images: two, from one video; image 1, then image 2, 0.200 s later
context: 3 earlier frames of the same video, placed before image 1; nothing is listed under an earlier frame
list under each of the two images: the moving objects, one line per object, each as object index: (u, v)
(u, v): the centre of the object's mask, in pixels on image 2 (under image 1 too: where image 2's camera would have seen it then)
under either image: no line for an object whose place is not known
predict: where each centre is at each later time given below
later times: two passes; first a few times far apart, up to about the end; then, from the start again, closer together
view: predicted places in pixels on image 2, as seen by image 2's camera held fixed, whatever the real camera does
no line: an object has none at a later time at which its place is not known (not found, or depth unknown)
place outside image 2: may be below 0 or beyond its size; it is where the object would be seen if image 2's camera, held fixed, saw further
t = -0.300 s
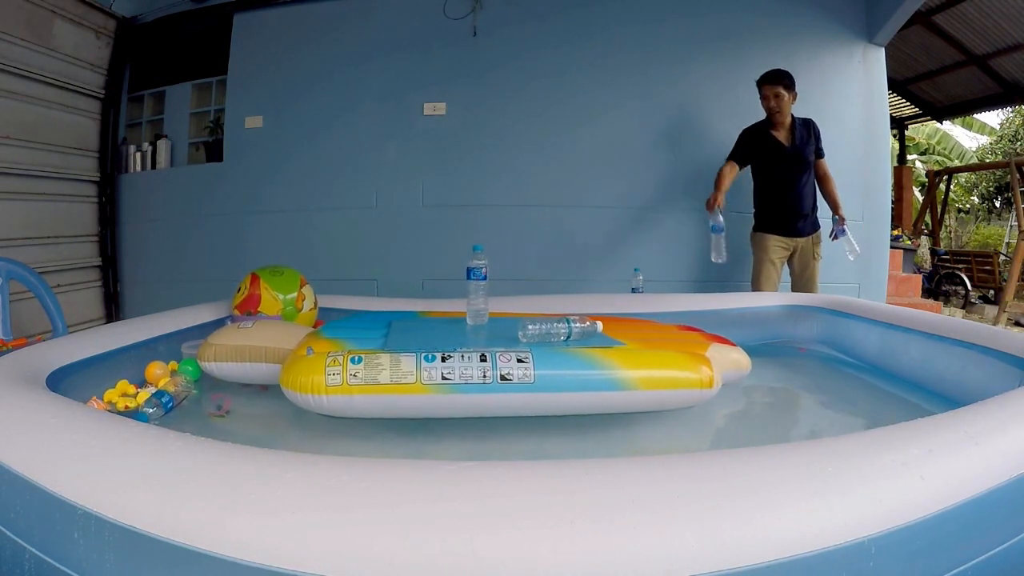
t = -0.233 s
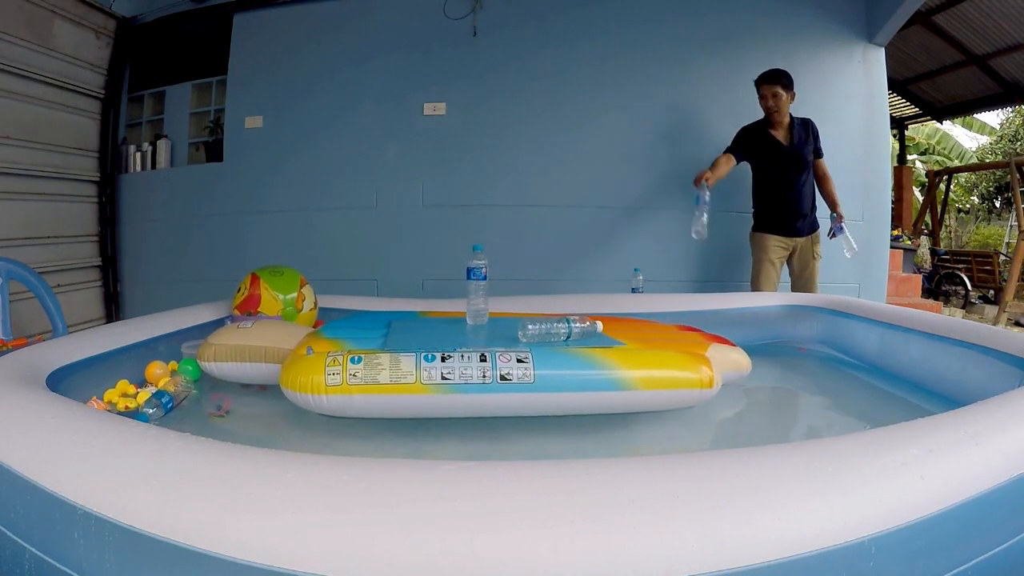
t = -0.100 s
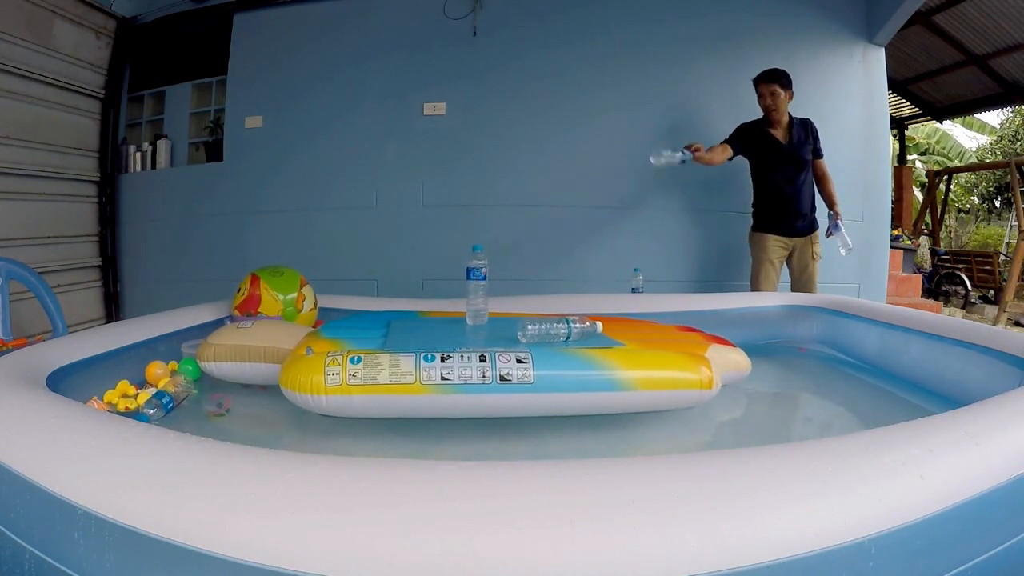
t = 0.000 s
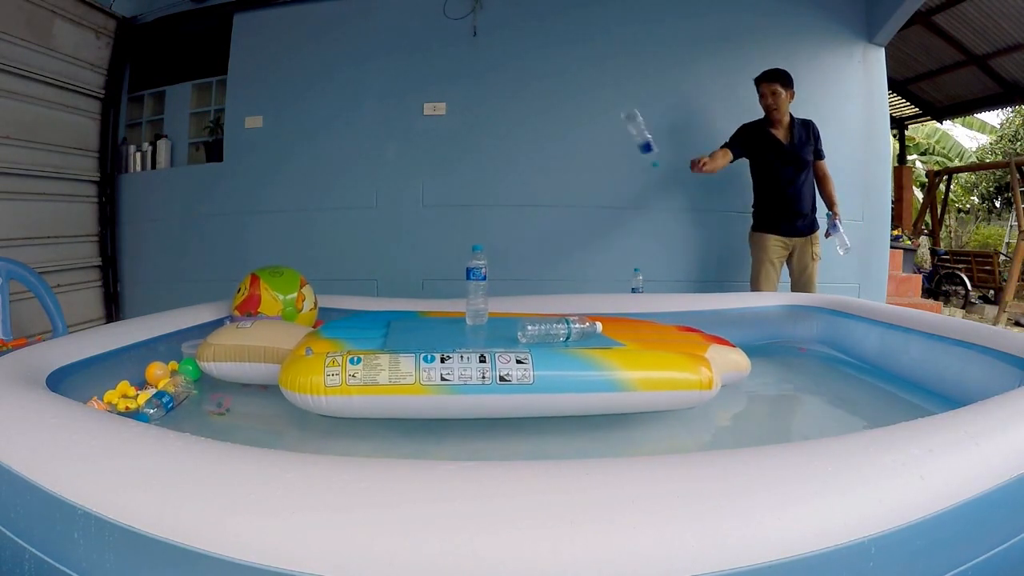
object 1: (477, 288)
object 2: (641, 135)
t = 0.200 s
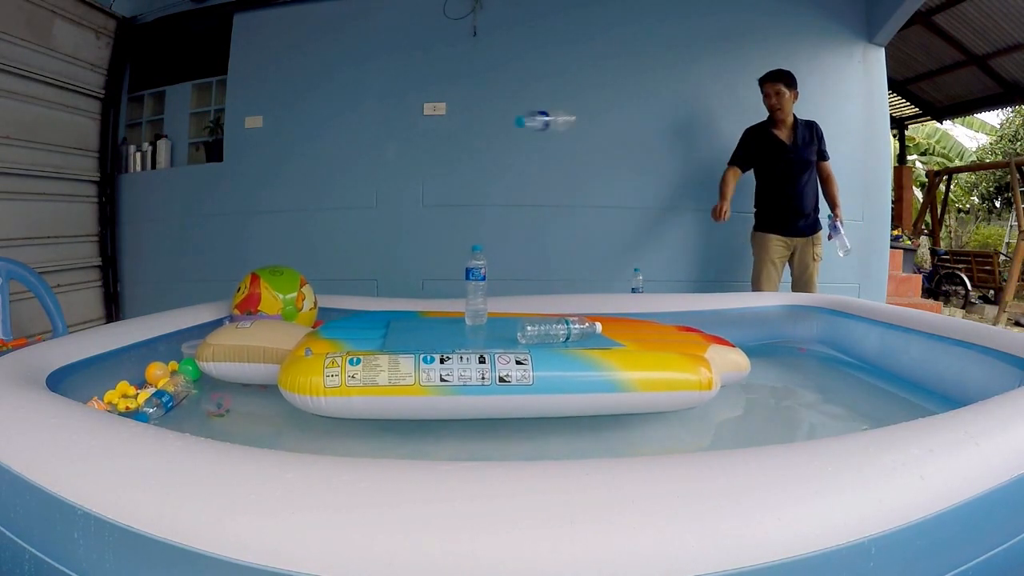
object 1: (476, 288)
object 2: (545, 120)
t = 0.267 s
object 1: (476, 288)
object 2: (518, 136)
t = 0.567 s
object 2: (415, 271)
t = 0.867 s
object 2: (337, 337)
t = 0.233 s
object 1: (476, 288)
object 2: (530, 126)
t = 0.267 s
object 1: (476, 288)
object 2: (518, 136)
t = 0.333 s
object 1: (476, 288)
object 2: (493, 175)
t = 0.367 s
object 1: (475, 288)
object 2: (481, 203)
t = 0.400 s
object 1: (470, 291)
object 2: (475, 217)
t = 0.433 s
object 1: (459, 285)
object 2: (473, 219)
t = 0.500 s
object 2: (454, 243)
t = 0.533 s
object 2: (438, 261)
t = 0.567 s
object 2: (415, 271)
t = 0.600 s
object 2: (401, 291)
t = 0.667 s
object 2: (377, 302)
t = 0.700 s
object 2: (364, 316)
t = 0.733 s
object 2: (353, 330)
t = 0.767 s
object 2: (345, 334)
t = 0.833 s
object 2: (338, 337)
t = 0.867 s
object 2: (337, 337)
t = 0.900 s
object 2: (335, 338)
